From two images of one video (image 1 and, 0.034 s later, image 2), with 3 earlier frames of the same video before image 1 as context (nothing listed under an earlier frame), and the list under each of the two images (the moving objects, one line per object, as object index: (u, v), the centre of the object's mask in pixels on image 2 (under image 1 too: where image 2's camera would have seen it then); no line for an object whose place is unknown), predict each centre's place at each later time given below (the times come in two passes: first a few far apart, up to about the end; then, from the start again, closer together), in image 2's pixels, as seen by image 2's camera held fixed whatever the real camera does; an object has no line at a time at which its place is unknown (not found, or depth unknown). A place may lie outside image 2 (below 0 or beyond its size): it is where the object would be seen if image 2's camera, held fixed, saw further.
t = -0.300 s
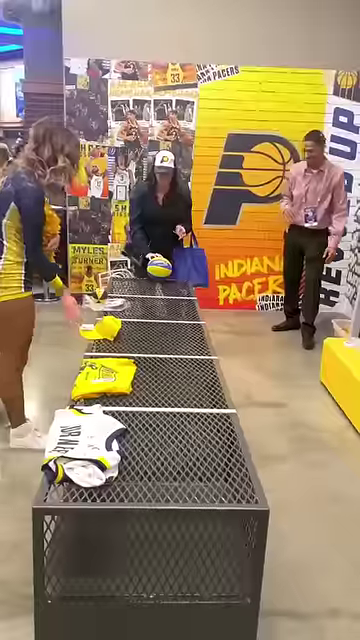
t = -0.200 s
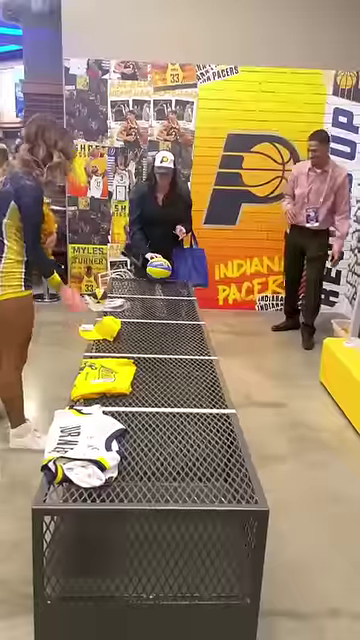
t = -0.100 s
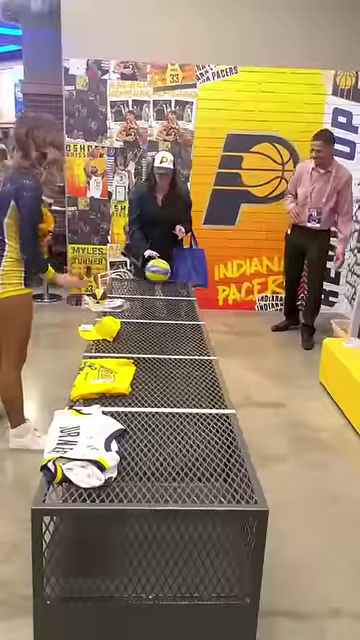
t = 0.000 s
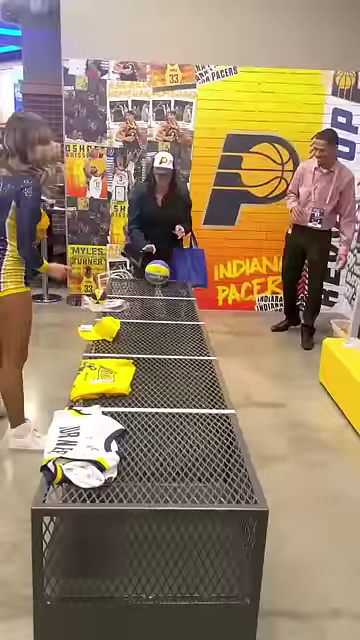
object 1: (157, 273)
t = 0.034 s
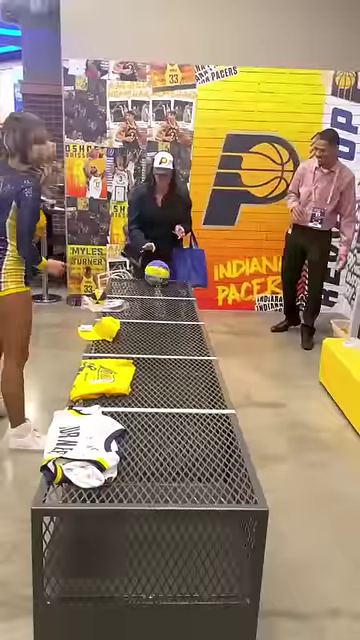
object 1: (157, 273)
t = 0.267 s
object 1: (156, 276)
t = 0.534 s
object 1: (156, 281)
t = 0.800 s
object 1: (158, 285)
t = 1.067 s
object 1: (159, 289)
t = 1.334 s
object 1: (162, 293)
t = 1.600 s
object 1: (165, 298)
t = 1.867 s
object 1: (169, 304)
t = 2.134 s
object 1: (174, 310)
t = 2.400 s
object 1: (178, 315)
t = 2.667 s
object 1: (185, 321)
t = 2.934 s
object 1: (192, 329)
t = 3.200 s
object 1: (200, 336)
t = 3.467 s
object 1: (207, 343)
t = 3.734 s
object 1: (215, 350)
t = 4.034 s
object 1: (217, 360)
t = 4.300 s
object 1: (213, 370)
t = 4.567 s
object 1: (211, 381)
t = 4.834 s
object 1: (213, 390)
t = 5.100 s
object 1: (215, 402)
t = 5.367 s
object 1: (225, 411)
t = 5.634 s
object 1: (236, 424)
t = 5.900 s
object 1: (253, 435)
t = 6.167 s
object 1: (287, 469)
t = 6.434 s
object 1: (311, 643)
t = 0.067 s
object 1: (156, 272)
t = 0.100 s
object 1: (157, 273)
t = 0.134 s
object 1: (156, 274)
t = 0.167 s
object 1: (156, 274)
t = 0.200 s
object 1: (156, 275)
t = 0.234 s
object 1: (156, 276)
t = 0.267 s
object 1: (156, 276)
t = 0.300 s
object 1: (156, 276)
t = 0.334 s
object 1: (156, 276)
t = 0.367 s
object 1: (156, 276)
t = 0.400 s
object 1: (156, 277)
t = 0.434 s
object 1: (156, 278)
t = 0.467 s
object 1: (156, 279)
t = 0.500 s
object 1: (156, 281)
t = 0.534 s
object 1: (156, 281)
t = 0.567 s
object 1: (156, 281)
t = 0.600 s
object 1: (156, 281)
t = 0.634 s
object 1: (157, 281)
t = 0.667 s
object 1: (157, 282)
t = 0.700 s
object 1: (157, 283)
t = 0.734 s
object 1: (157, 284)
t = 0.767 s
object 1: (157, 284)
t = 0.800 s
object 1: (158, 285)
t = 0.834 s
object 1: (158, 285)
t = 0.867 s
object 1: (158, 285)
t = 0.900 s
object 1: (158, 286)
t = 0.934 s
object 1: (158, 286)
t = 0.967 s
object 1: (159, 287)
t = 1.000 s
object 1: (159, 287)
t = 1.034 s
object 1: (159, 288)
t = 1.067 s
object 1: (159, 289)
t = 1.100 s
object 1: (160, 289)
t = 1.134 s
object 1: (160, 289)
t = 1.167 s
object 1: (160, 290)
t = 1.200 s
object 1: (160, 290)
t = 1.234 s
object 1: (161, 290)
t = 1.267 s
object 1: (161, 291)
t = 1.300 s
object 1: (161, 292)
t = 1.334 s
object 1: (162, 293)
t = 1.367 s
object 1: (162, 293)
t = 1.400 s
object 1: (162, 294)
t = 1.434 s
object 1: (163, 294)
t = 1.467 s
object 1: (163, 295)
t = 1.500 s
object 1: (164, 294)
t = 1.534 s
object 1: (165, 295)
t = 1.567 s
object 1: (165, 297)
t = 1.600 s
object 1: (165, 298)
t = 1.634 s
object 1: (166, 299)
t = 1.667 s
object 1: (166, 300)
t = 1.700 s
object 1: (166, 300)
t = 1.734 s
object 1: (167, 300)
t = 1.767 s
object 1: (168, 301)
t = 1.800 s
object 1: (168, 303)
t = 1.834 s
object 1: (168, 303)
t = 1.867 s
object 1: (169, 304)
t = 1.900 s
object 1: (170, 305)
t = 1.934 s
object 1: (171, 305)
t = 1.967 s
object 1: (171, 306)
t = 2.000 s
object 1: (171, 307)
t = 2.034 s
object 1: (172, 307)
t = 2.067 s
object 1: (172, 308)
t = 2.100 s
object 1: (173, 309)
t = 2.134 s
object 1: (174, 310)
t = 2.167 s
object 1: (174, 311)
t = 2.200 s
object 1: (175, 311)
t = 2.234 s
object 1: (175, 311)
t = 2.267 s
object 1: (176, 312)
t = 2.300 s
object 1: (176, 313)
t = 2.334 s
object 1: (177, 314)
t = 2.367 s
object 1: (178, 314)
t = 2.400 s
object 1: (178, 315)
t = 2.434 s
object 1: (179, 315)
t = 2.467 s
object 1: (180, 315)
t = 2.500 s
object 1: (181, 316)
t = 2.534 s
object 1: (182, 317)
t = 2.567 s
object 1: (183, 318)
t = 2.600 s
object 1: (184, 319)
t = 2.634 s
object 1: (184, 320)
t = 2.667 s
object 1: (185, 321)
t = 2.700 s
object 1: (186, 322)
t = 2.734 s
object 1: (186, 323)
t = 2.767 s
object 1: (187, 324)
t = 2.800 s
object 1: (188, 325)
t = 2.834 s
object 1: (189, 325)
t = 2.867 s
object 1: (190, 326)
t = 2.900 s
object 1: (191, 327)
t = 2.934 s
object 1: (192, 329)
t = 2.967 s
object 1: (193, 329)
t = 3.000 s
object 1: (195, 330)
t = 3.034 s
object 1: (195, 331)
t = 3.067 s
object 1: (196, 332)
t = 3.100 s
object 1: (196, 333)
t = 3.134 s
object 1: (198, 333)
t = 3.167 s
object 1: (199, 335)
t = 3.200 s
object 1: (200, 336)
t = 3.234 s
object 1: (201, 337)
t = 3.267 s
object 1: (202, 337)
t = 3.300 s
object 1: (203, 338)
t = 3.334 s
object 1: (203, 339)
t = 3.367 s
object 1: (204, 341)
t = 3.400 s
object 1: (205, 341)
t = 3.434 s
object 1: (206, 342)
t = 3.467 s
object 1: (207, 343)
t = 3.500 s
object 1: (209, 344)
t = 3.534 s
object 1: (210, 345)
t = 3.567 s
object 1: (210, 346)
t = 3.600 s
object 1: (211, 346)
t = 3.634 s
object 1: (212, 346)
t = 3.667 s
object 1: (213, 347)
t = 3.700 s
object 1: (214, 349)
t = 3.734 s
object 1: (215, 350)
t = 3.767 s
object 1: (215, 351)
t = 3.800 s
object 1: (216, 352)
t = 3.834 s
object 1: (217, 352)
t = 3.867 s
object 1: (217, 355)
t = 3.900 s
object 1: (217, 356)
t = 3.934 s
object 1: (217, 356)
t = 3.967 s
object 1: (217, 357)
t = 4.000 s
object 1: (217, 359)
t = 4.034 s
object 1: (217, 360)
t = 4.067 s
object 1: (217, 360)
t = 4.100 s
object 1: (217, 361)
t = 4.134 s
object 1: (215, 363)
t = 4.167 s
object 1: (215, 365)
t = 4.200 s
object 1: (214, 366)
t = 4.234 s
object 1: (213, 368)
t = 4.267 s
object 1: (213, 368)
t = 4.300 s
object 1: (213, 370)
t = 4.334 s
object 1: (212, 371)
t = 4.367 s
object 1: (212, 372)
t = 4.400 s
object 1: (212, 373)
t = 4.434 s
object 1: (211, 376)
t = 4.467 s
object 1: (211, 377)
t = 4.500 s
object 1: (211, 378)
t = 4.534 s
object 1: (211, 381)
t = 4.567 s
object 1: (211, 381)
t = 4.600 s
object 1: (211, 383)
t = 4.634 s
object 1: (211, 385)
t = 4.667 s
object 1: (211, 387)
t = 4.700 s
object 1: (211, 386)
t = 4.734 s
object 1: (212, 387)
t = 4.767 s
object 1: (212, 387)
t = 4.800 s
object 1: (213, 388)
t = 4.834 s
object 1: (213, 390)
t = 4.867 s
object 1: (213, 391)
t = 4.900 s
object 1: (213, 392)
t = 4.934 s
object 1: (213, 394)
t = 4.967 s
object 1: (214, 397)
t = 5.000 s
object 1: (214, 398)
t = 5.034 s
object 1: (214, 400)
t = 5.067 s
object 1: (215, 401)
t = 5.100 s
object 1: (215, 402)
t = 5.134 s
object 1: (216, 404)
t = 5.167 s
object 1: (218, 403)
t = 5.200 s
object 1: (219, 405)
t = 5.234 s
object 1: (220, 406)
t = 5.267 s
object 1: (222, 408)
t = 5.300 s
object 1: (223, 408)
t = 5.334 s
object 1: (224, 410)
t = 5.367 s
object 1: (225, 411)
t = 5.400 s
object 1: (226, 413)
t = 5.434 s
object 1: (228, 414)
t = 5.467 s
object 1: (229, 416)
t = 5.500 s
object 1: (230, 417)
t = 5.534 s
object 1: (231, 419)
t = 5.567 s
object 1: (233, 420)
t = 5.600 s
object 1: (234, 422)
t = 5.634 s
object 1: (236, 424)
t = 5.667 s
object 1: (230, 425)
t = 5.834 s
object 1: (247, 432)
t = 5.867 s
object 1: (250, 433)
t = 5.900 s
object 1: (253, 435)
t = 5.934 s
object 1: (256, 436)
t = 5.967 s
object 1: (259, 440)
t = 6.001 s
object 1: (262, 442)
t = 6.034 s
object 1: (267, 445)
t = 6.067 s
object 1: (271, 449)
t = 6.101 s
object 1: (276, 452)
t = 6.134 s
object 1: (282, 459)
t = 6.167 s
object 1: (287, 469)
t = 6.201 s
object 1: (291, 482)
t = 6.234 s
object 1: (295, 496)
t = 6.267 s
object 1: (299, 516)
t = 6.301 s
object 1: (303, 536)
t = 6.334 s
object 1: (306, 562)
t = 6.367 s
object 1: (309, 588)
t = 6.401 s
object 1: (312, 614)
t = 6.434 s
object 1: (311, 643)
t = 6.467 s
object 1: (320, 621)
